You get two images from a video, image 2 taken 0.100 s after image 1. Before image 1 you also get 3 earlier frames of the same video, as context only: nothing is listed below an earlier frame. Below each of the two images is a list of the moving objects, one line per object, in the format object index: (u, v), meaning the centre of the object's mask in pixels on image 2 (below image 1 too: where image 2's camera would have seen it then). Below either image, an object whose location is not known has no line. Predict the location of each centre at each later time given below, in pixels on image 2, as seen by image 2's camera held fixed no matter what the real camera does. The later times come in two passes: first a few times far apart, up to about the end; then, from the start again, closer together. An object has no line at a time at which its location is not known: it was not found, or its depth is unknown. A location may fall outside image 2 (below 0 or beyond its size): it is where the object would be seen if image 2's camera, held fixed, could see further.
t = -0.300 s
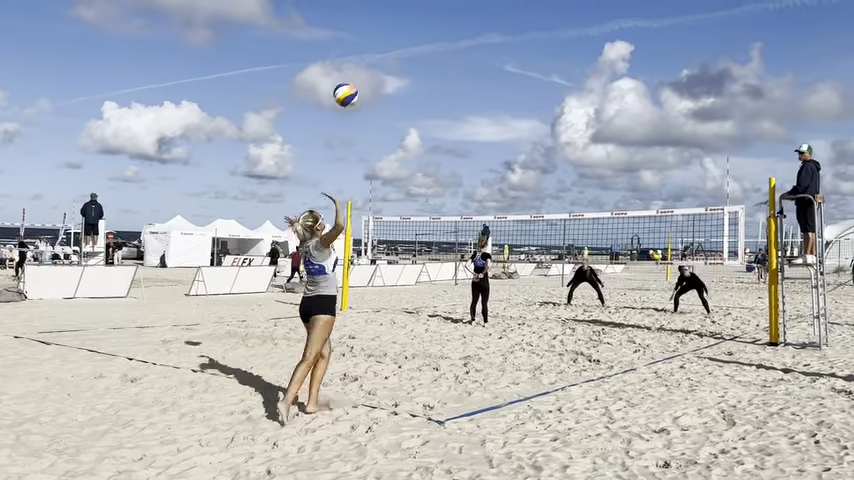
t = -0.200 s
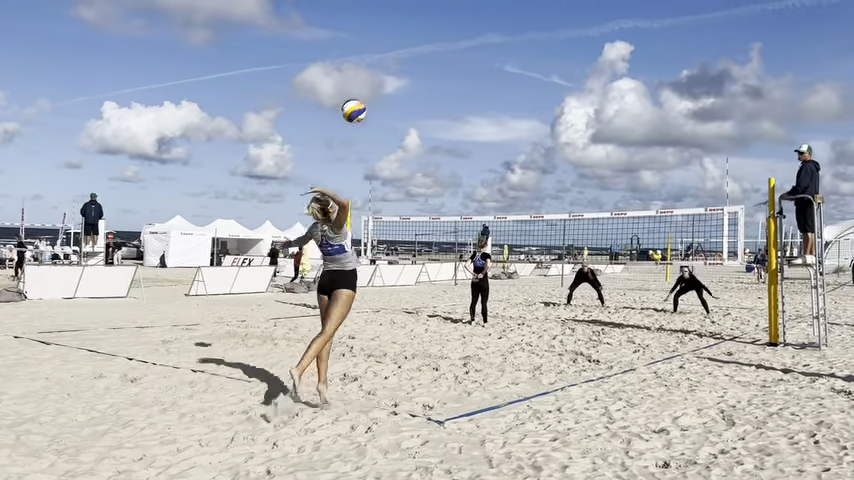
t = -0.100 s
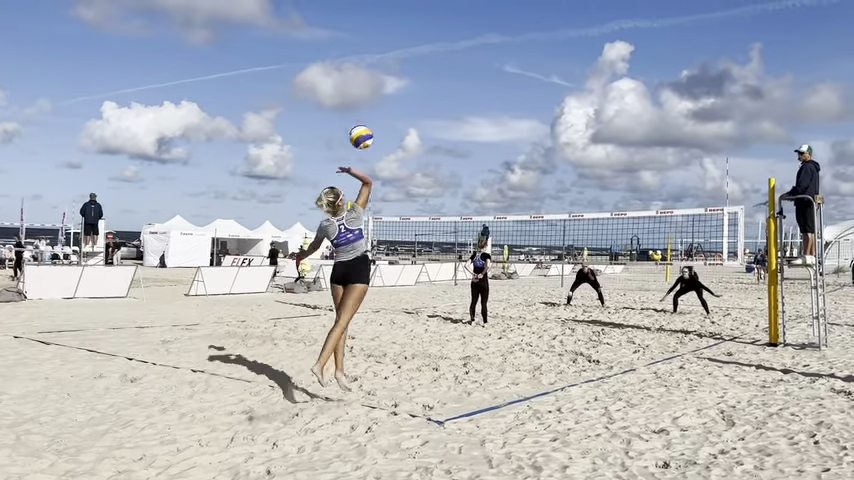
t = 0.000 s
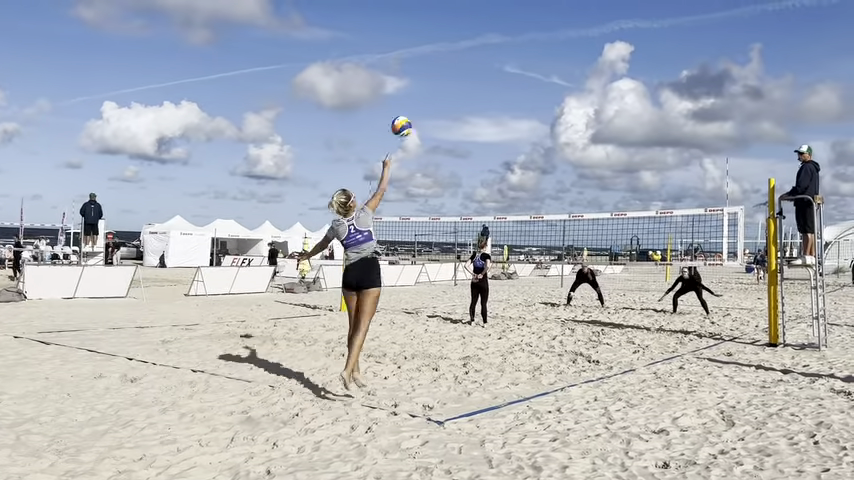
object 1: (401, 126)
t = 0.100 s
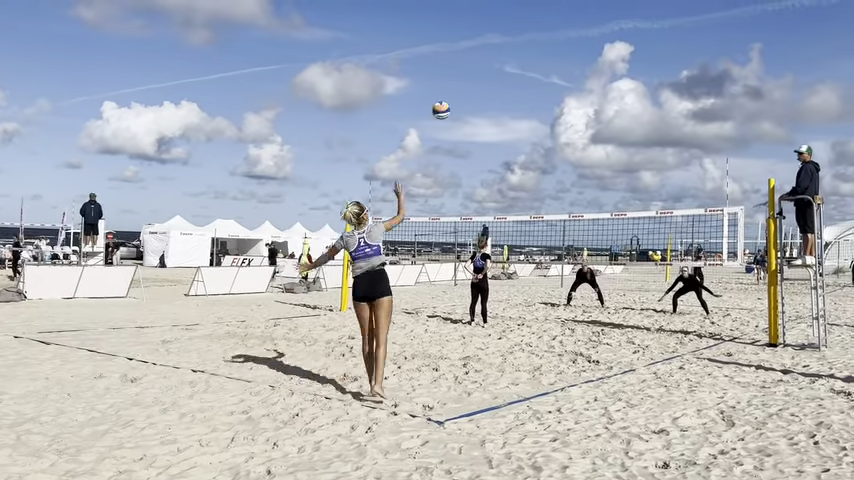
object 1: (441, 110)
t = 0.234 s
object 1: (477, 105)
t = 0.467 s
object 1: (516, 124)
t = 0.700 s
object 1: (543, 161)
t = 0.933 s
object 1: (563, 206)
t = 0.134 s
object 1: (451, 107)
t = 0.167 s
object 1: (461, 105)
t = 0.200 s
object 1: (470, 105)
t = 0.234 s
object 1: (477, 105)
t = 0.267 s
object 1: (485, 106)
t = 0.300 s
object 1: (491, 108)
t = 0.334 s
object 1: (496, 110)
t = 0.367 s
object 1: (502, 113)
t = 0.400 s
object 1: (507, 116)
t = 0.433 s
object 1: (512, 120)
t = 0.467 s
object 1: (516, 124)
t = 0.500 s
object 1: (521, 128)
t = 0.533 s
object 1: (525, 133)
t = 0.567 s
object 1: (528, 138)
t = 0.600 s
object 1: (532, 143)
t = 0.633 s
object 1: (536, 149)
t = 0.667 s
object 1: (539, 154)
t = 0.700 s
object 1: (543, 161)
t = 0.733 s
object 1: (546, 166)
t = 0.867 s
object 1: (559, 194)
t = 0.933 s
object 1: (563, 206)
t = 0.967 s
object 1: (567, 212)
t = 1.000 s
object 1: (569, 221)
